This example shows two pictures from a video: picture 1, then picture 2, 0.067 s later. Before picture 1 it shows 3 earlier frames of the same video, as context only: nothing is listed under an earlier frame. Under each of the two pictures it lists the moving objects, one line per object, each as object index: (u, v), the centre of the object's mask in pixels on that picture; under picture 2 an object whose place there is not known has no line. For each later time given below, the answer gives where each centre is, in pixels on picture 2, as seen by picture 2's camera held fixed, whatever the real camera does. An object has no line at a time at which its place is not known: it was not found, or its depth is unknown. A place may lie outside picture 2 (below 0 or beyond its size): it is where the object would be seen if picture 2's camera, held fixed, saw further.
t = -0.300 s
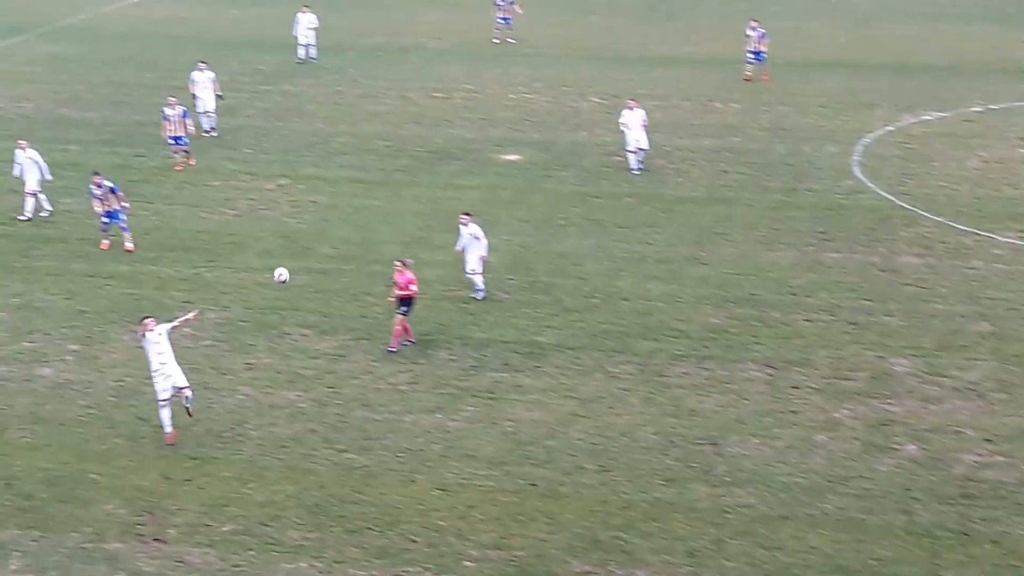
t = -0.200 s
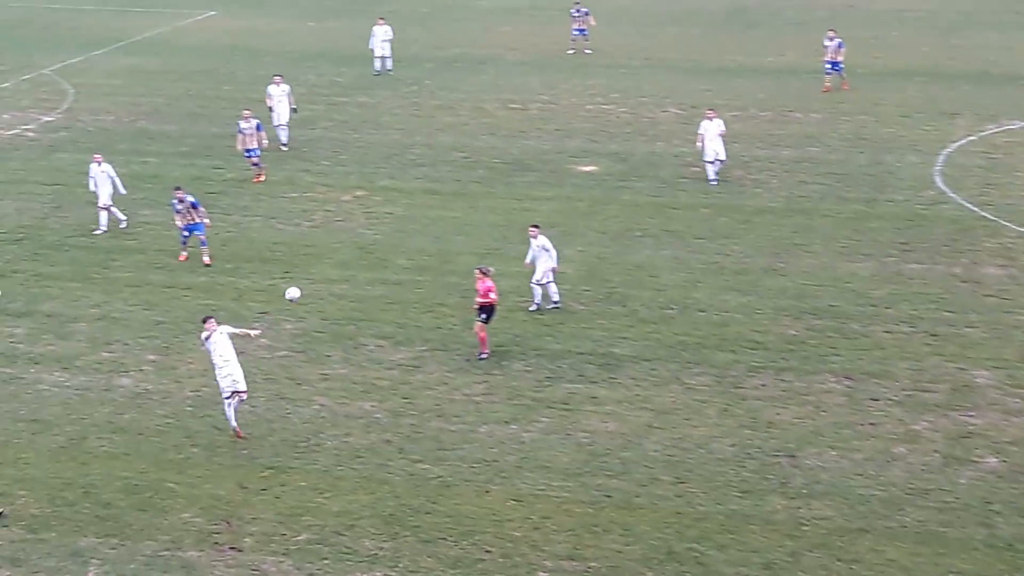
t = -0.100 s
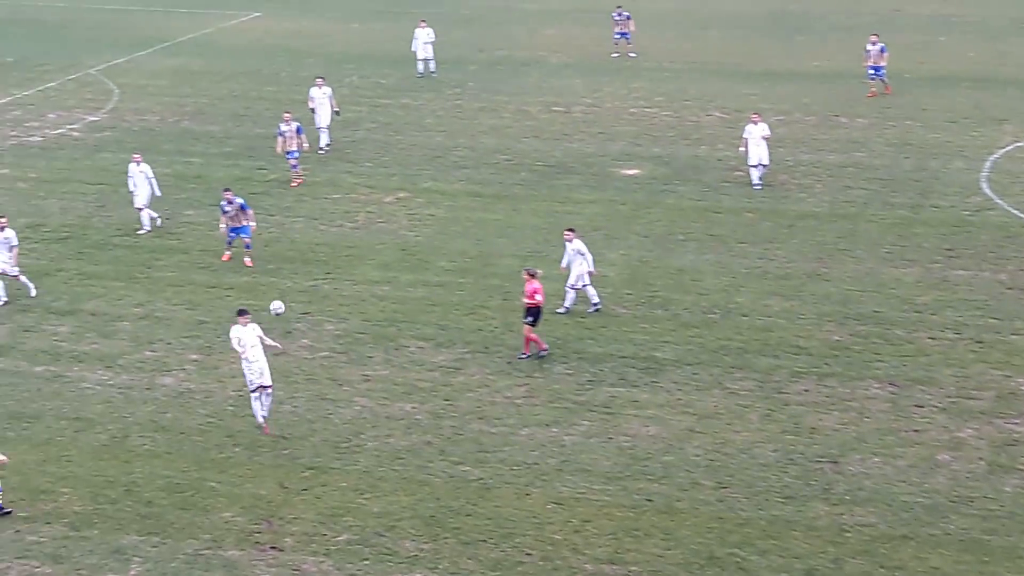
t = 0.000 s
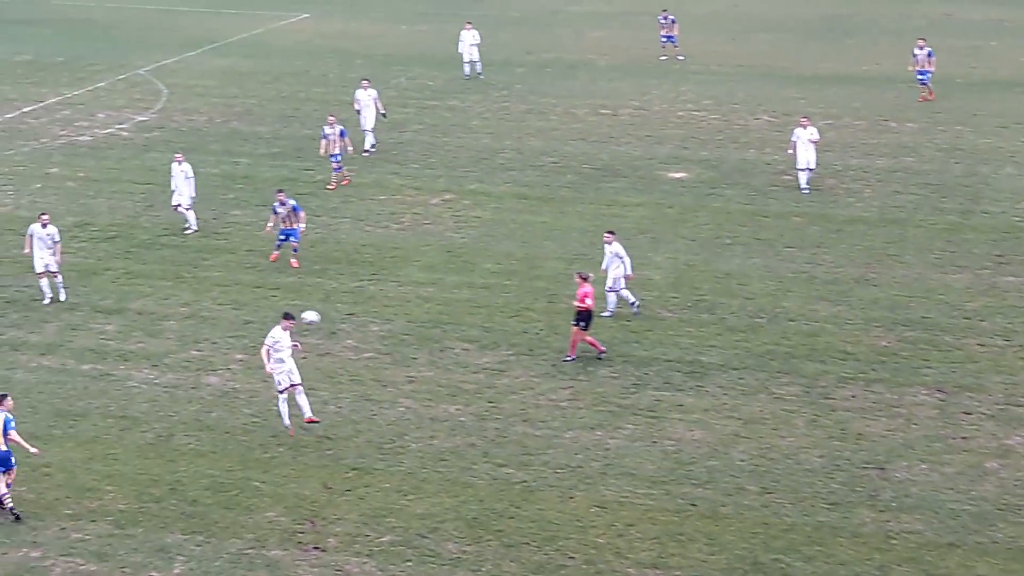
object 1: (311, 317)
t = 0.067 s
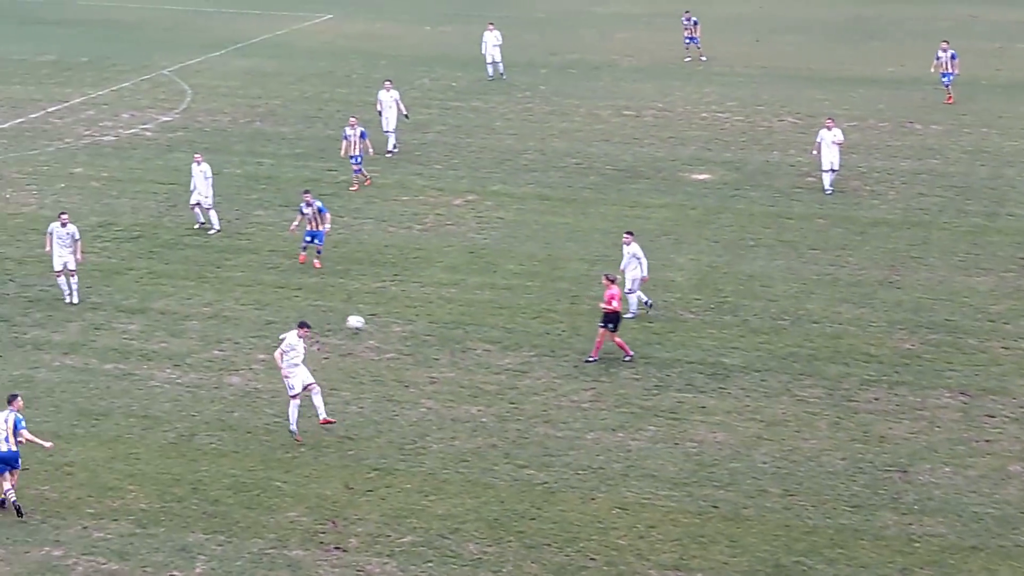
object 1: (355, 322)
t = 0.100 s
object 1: (367, 326)
